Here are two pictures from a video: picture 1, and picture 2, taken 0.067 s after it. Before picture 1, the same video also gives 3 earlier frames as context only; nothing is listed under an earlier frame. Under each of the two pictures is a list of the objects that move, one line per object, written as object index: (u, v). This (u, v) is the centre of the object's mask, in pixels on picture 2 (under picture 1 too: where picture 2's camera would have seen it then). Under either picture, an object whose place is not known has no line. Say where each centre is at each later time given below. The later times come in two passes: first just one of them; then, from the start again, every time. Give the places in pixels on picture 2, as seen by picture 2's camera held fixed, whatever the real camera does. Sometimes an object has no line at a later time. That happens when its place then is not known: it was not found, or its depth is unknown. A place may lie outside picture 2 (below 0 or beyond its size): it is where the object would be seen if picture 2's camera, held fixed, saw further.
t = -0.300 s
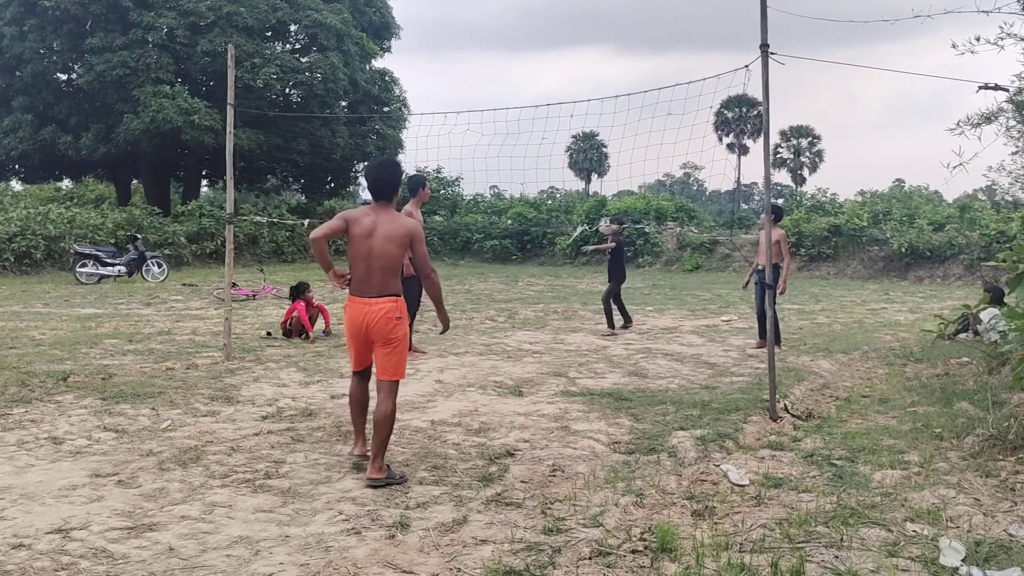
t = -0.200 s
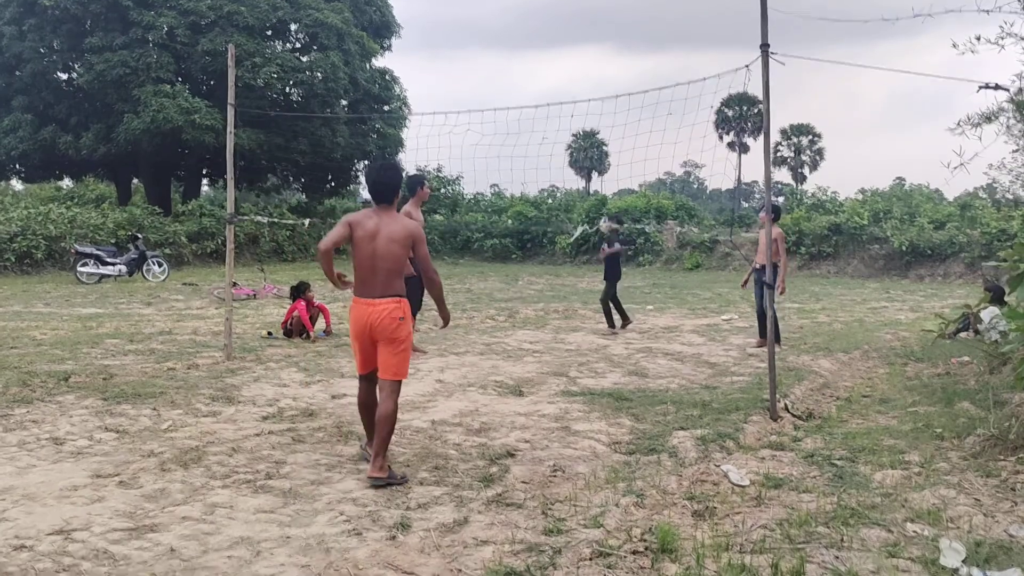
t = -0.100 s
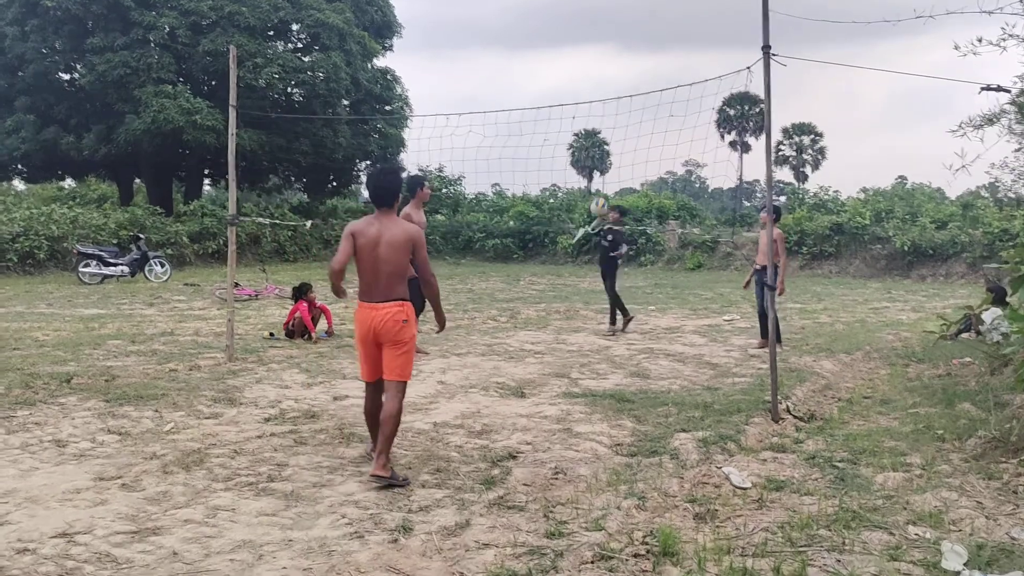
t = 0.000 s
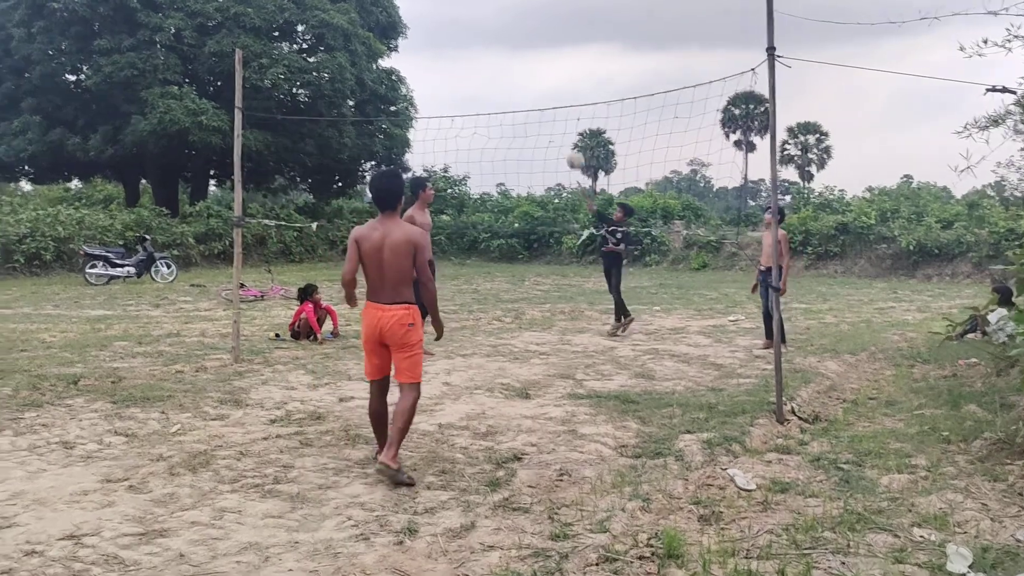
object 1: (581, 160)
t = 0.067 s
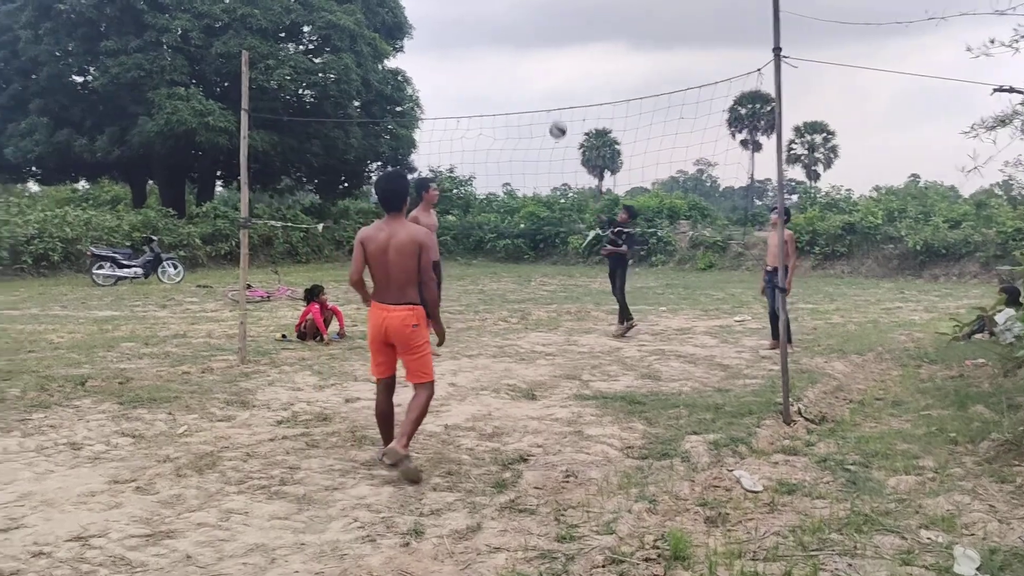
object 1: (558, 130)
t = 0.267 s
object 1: (480, 51)
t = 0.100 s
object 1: (545, 115)
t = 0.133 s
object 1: (533, 102)
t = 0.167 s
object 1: (520, 88)
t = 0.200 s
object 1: (507, 76)
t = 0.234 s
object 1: (494, 63)
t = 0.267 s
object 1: (480, 51)
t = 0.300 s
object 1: (466, 41)
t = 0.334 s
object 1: (451, 30)
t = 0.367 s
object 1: (437, 21)
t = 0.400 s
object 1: (421, 12)
